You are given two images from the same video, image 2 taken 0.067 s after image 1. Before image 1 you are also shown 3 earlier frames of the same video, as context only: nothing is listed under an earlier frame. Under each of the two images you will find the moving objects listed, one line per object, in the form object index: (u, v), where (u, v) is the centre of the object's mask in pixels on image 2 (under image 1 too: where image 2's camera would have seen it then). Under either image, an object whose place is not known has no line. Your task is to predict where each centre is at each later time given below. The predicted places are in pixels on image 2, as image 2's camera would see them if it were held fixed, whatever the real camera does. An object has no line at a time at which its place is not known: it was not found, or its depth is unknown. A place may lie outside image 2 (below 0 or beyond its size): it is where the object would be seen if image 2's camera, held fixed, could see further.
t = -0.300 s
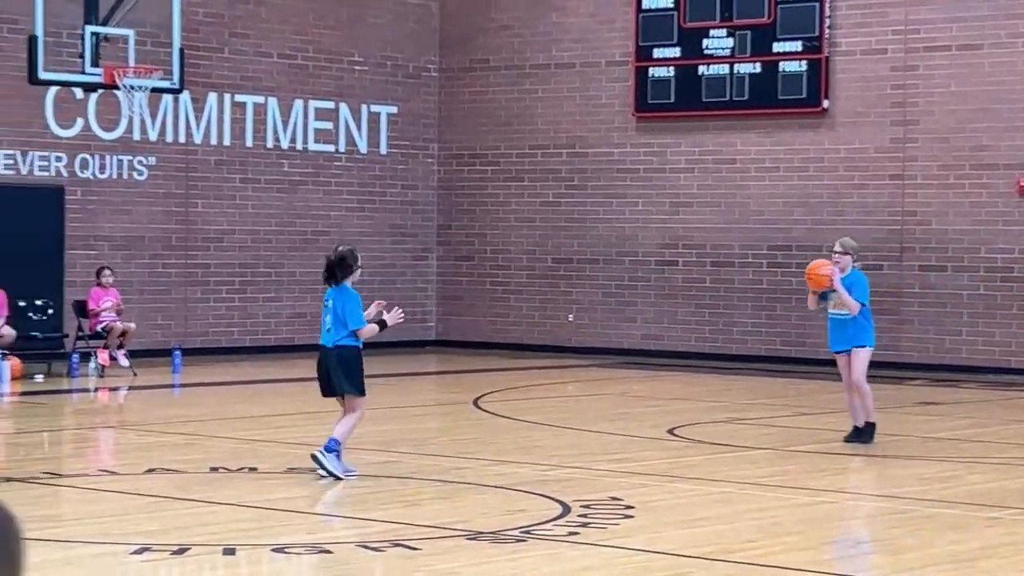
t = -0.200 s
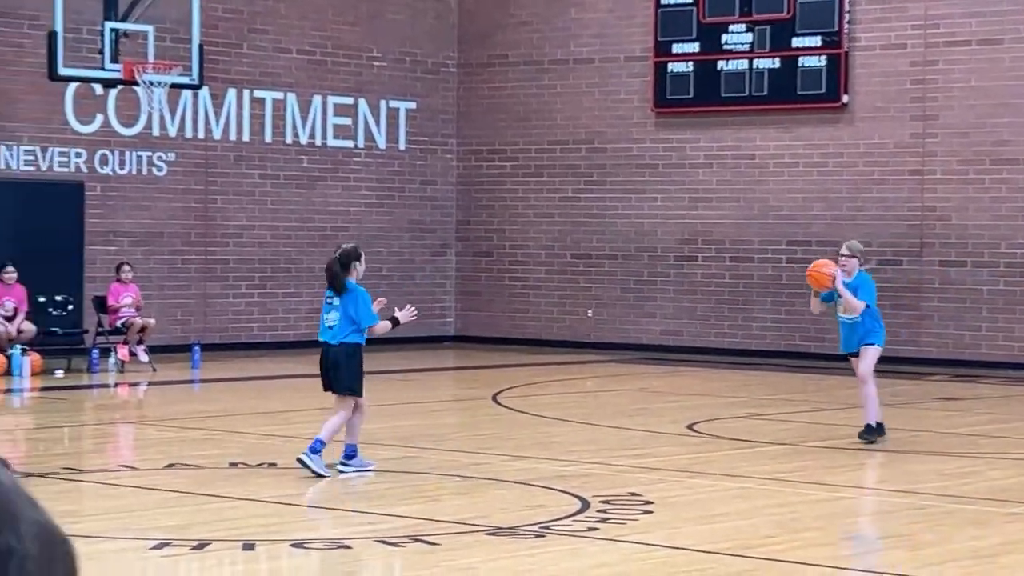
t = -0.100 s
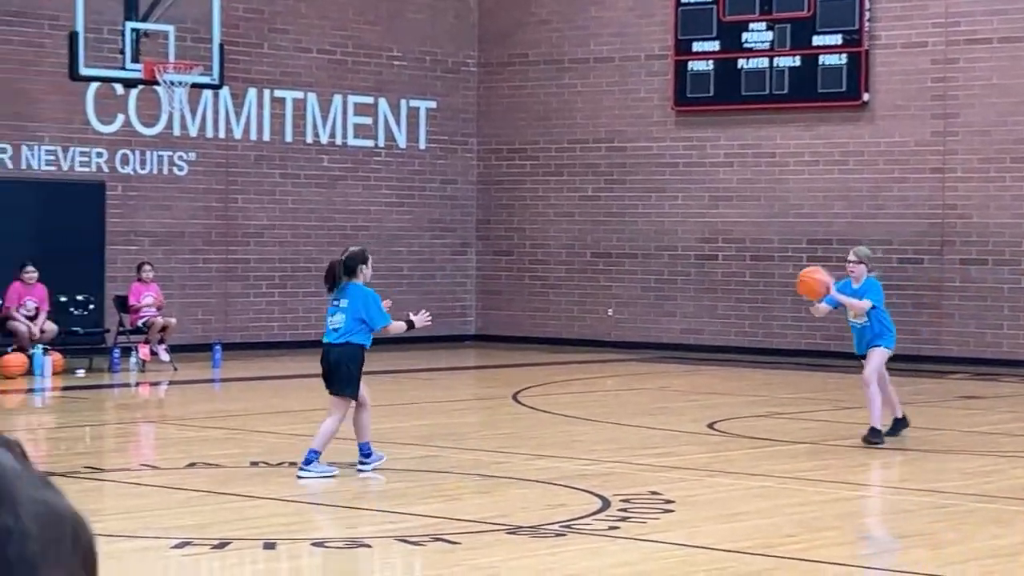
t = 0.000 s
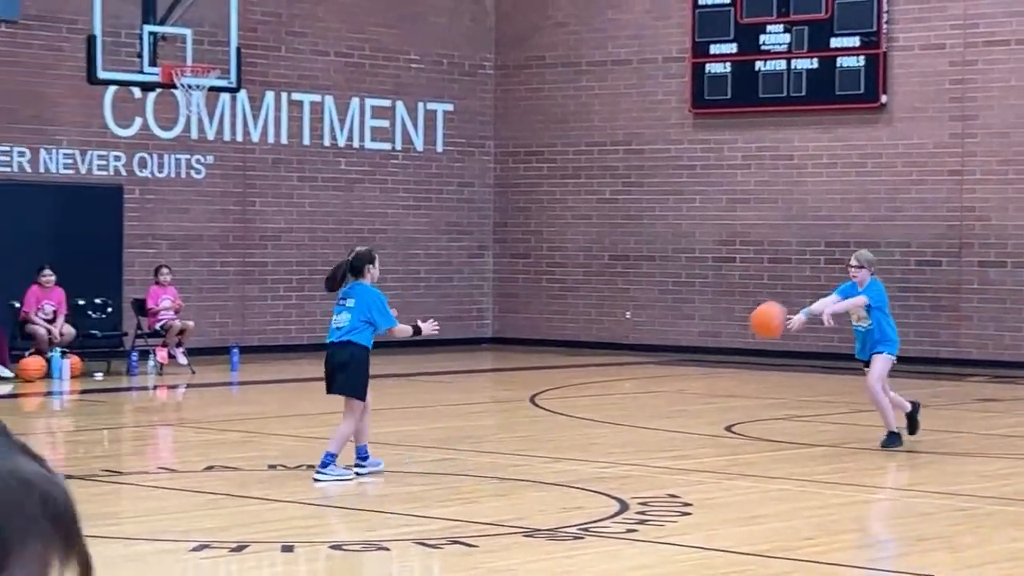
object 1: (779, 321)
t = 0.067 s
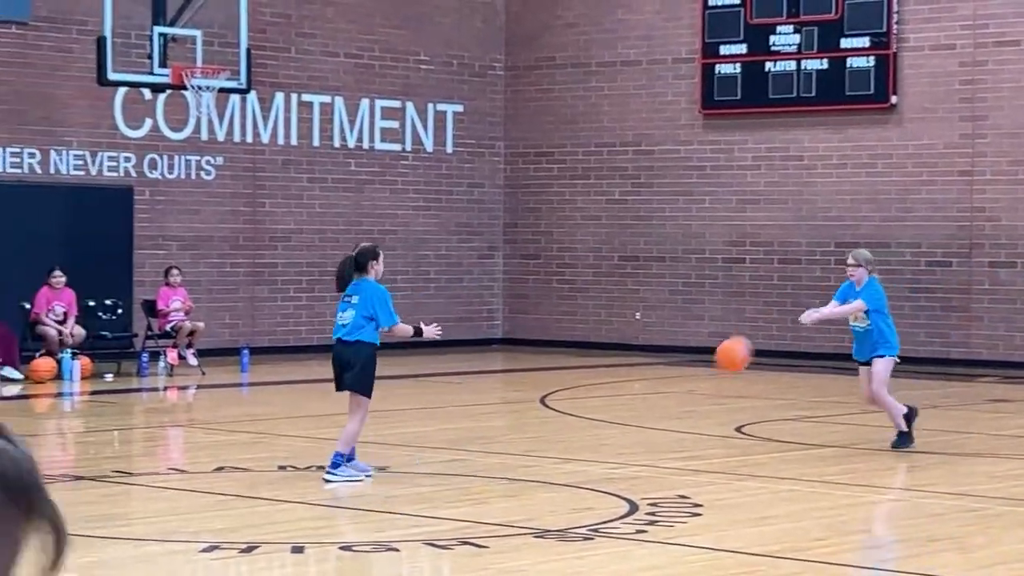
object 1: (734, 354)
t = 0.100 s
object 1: (710, 375)
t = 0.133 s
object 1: (686, 398)
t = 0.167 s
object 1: (662, 422)
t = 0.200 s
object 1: (636, 449)
